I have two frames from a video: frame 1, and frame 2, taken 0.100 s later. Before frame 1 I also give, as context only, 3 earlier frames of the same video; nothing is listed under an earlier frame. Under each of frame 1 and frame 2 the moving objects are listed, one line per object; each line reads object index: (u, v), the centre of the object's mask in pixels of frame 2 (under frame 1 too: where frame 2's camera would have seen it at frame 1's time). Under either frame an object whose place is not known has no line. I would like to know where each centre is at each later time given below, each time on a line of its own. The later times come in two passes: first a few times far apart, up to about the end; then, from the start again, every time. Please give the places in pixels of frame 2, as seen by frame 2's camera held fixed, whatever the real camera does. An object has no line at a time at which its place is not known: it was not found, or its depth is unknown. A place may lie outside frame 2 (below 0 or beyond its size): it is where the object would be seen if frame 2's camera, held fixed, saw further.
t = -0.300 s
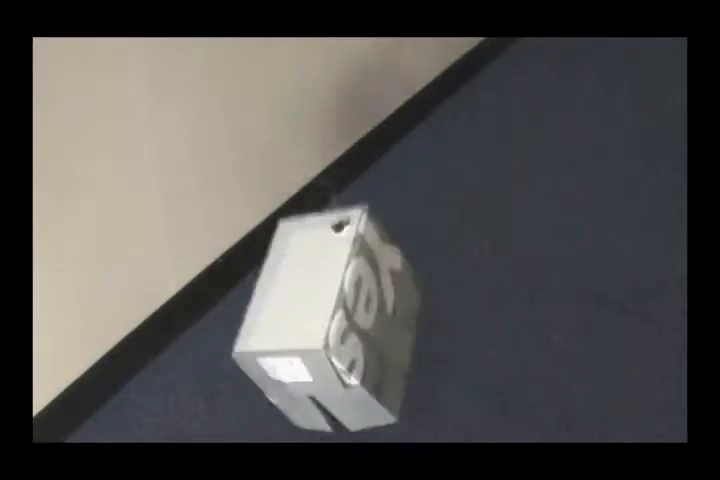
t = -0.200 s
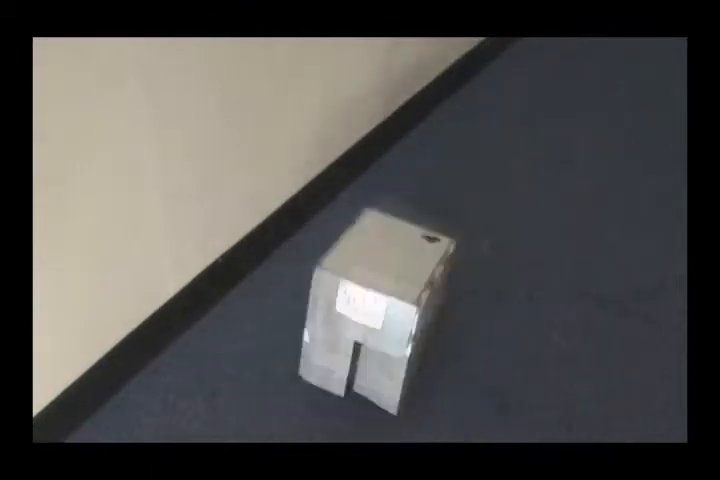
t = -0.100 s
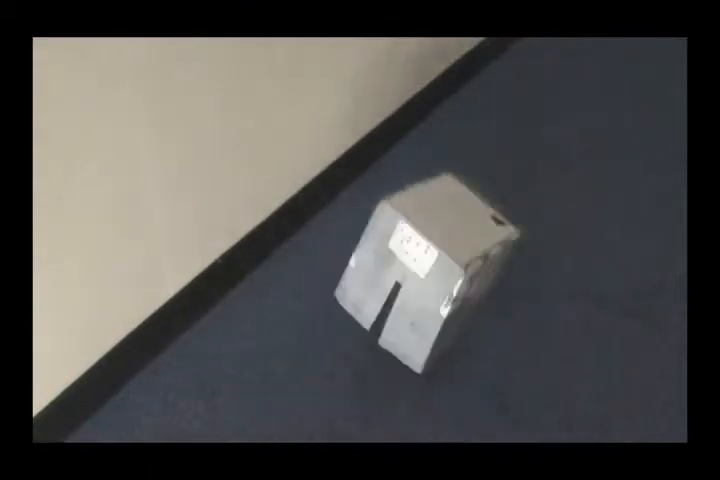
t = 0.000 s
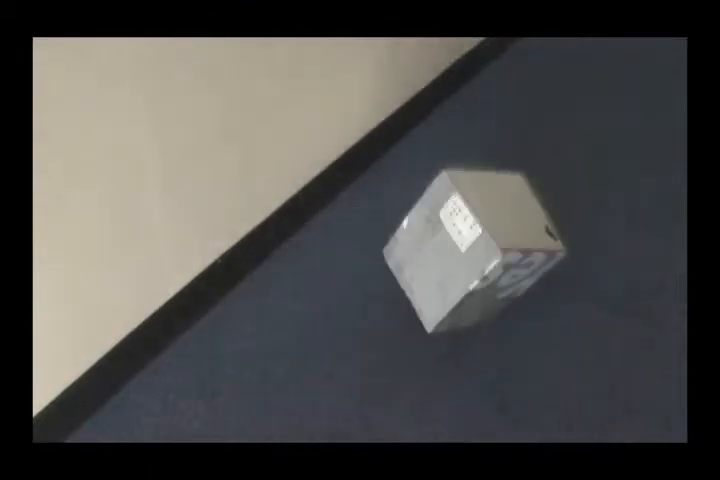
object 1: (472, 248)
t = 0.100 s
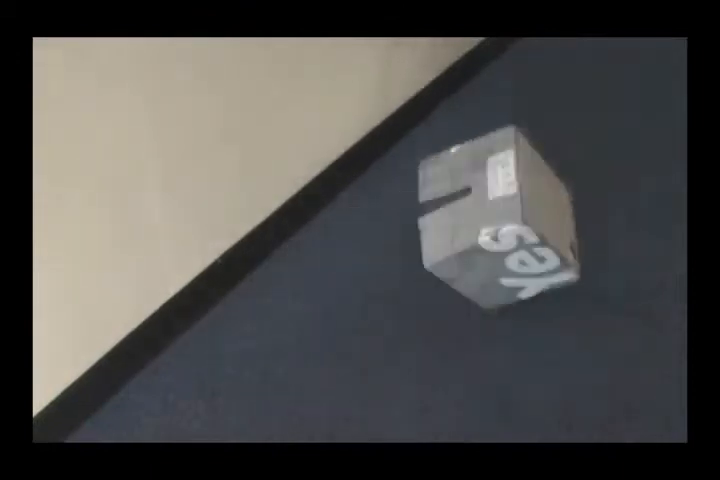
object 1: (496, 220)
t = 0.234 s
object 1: (533, 227)
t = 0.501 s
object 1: (597, 199)
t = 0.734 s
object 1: (621, 197)
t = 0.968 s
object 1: (635, 212)
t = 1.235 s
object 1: (651, 233)
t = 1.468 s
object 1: (650, 233)
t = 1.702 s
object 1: (650, 233)
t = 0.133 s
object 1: (506, 218)
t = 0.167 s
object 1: (514, 218)
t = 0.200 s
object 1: (523, 222)
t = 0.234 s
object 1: (533, 227)
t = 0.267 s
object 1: (544, 228)
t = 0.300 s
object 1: (554, 222)
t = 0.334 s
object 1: (565, 215)
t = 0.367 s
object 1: (572, 210)
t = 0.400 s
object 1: (579, 207)
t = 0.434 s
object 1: (586, 203)
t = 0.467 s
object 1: (592, 201)
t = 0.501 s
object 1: (597, 199)
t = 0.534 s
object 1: (601, 198)
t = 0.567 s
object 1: (605, 197)
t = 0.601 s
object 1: (609, 196)
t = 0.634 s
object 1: (612, 196)
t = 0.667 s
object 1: (615, 196)
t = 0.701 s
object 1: (618, 196)
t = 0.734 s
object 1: (621, 197)
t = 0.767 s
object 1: (623, 198)
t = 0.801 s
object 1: (626, 199)
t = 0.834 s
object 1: (629, 201)
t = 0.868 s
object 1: (631, 202)
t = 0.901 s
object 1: (633, 206)
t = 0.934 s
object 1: (634, 210)
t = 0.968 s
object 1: (635, 212)
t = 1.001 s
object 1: (637, 211)
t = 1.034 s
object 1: (639, 212)
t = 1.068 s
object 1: (641, 215)
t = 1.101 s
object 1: (643, 218)
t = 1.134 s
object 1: (646, 223)
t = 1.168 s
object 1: (648, 230)
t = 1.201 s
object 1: (650, 234)
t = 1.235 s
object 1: (651, 233)
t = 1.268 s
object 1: (651, 233)
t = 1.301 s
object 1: (651, 233)
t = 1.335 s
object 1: (651, 234)
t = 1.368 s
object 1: (650, 234)
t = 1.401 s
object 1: (650, 234)
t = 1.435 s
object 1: (650, 234)
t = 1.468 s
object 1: (650, 233)
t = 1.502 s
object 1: (650, 233)
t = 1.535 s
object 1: (650, 233)
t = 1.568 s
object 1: (650, 234)
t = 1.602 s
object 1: (650, 234)
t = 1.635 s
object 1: (650, 234)
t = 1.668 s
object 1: (650, 234)
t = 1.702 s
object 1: (650, 233)
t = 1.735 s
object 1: (650, 233)
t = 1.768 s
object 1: (650, 233)
